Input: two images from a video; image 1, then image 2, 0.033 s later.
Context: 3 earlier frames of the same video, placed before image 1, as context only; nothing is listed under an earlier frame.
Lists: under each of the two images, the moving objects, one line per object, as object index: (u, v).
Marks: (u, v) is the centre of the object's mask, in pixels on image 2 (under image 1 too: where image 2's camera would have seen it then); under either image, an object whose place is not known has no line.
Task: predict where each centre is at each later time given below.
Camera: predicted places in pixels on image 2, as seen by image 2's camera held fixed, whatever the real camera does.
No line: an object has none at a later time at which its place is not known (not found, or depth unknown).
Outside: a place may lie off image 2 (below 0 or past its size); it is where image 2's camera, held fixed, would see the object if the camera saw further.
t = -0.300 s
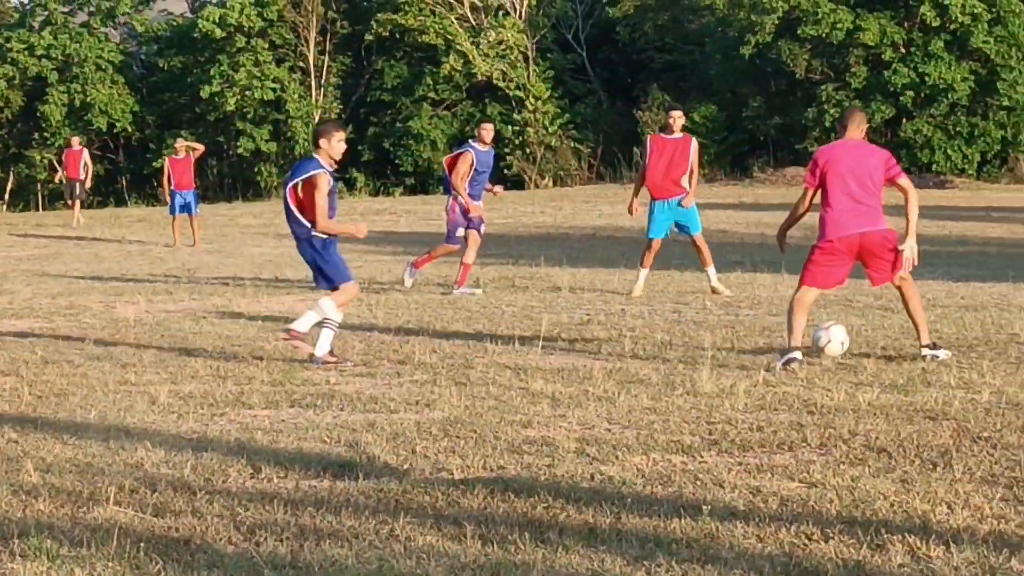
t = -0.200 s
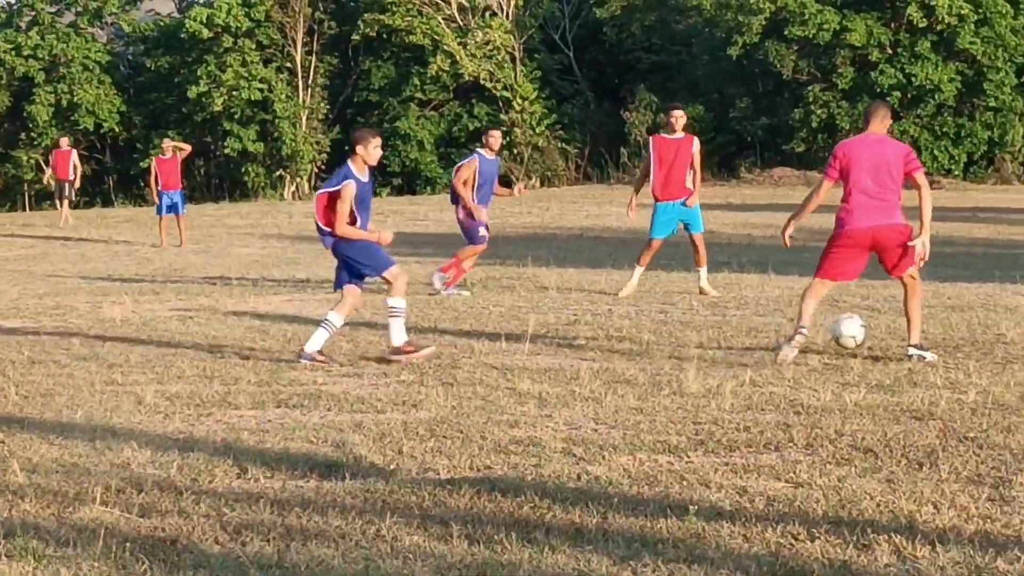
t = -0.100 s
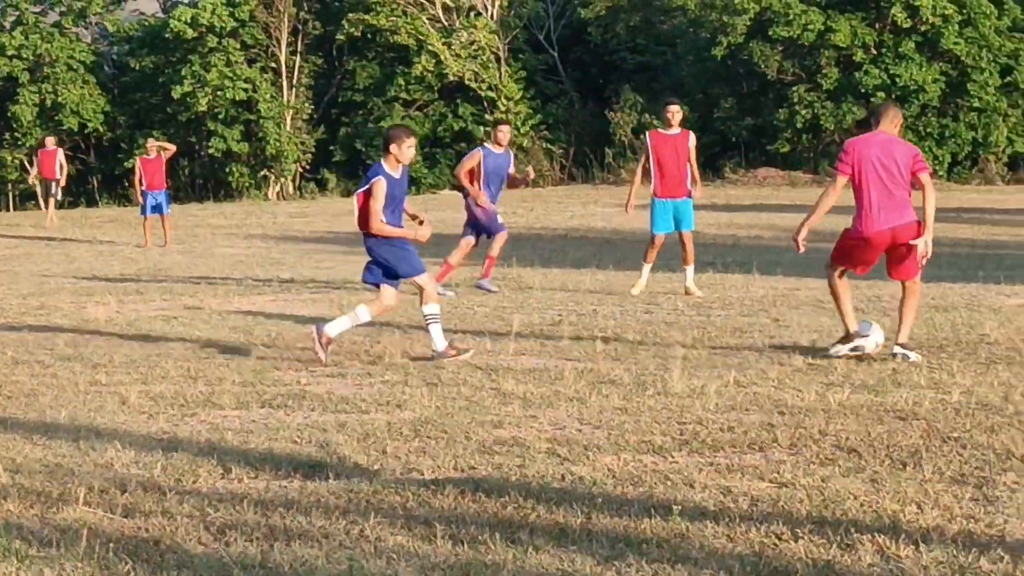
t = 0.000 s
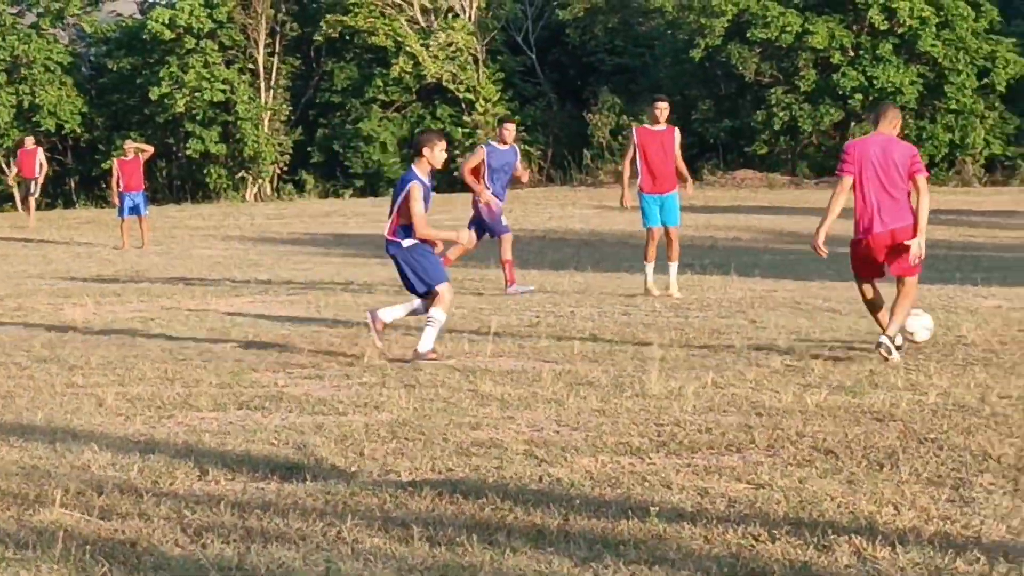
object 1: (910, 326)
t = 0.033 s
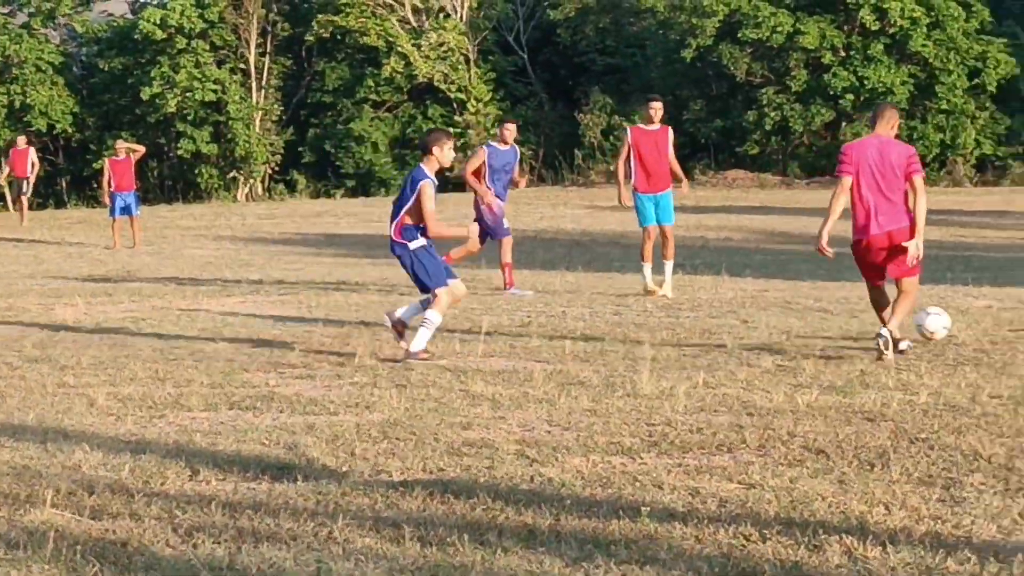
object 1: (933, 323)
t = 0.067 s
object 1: (958, 323)
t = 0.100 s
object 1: (981, 321)
